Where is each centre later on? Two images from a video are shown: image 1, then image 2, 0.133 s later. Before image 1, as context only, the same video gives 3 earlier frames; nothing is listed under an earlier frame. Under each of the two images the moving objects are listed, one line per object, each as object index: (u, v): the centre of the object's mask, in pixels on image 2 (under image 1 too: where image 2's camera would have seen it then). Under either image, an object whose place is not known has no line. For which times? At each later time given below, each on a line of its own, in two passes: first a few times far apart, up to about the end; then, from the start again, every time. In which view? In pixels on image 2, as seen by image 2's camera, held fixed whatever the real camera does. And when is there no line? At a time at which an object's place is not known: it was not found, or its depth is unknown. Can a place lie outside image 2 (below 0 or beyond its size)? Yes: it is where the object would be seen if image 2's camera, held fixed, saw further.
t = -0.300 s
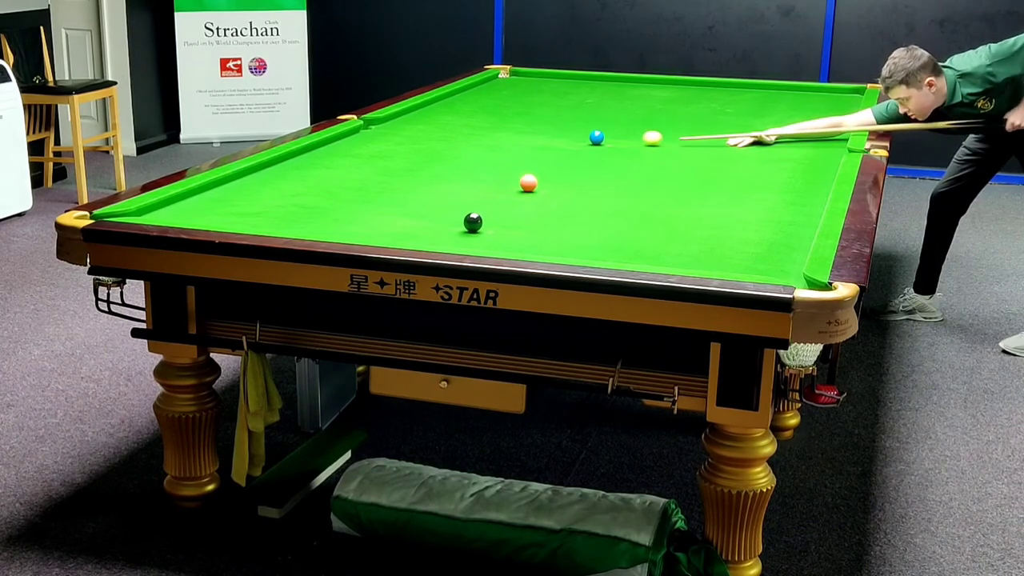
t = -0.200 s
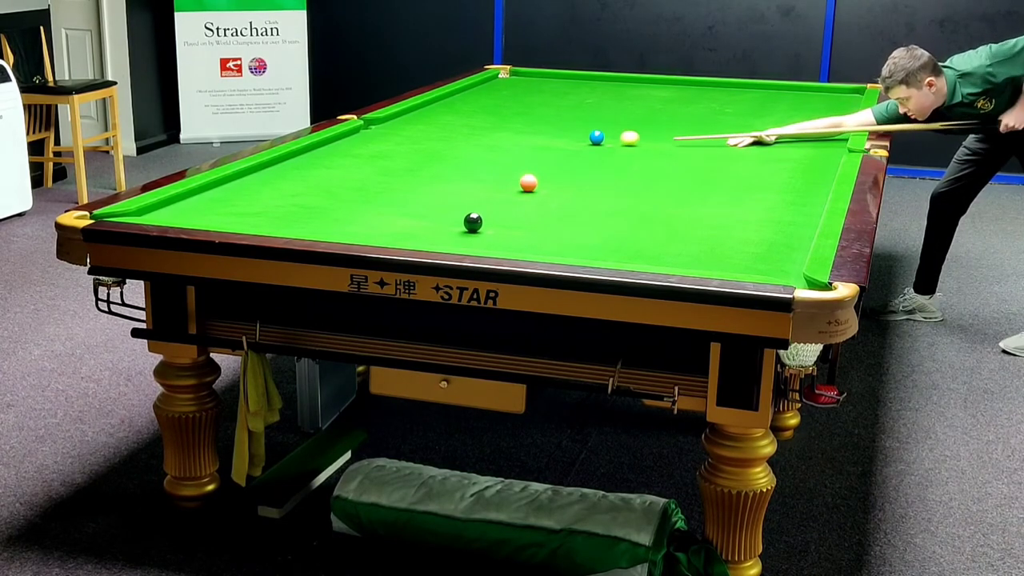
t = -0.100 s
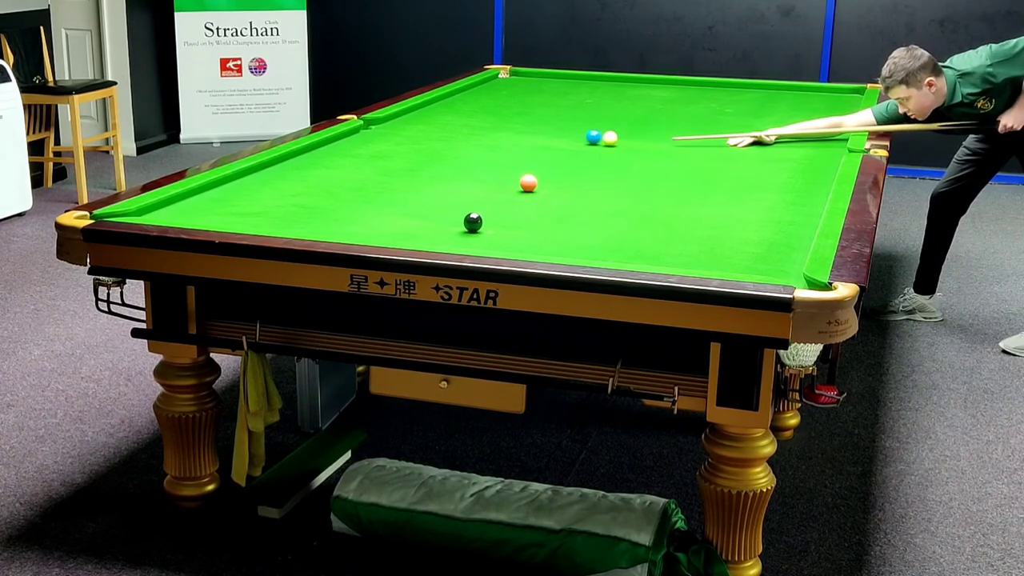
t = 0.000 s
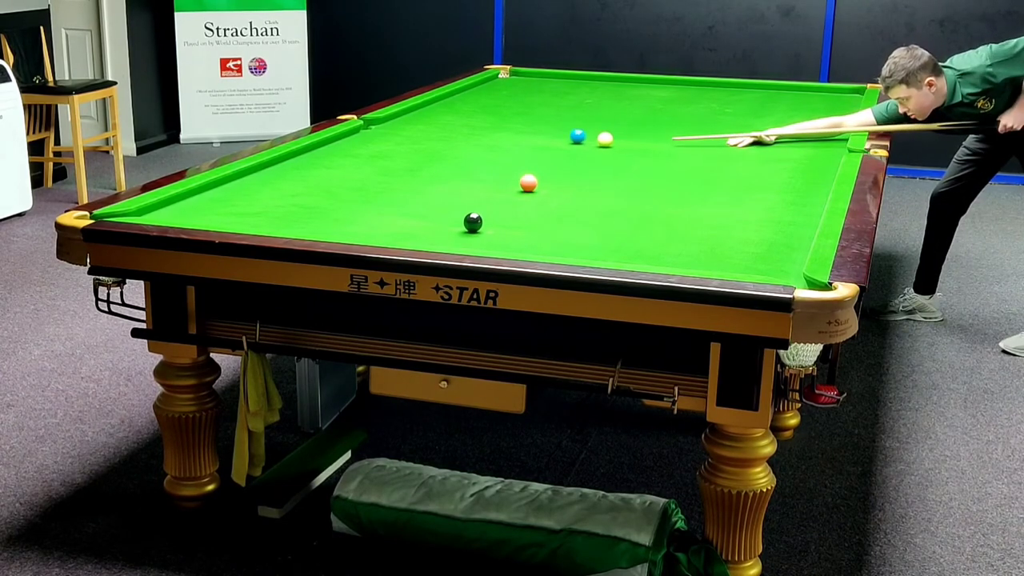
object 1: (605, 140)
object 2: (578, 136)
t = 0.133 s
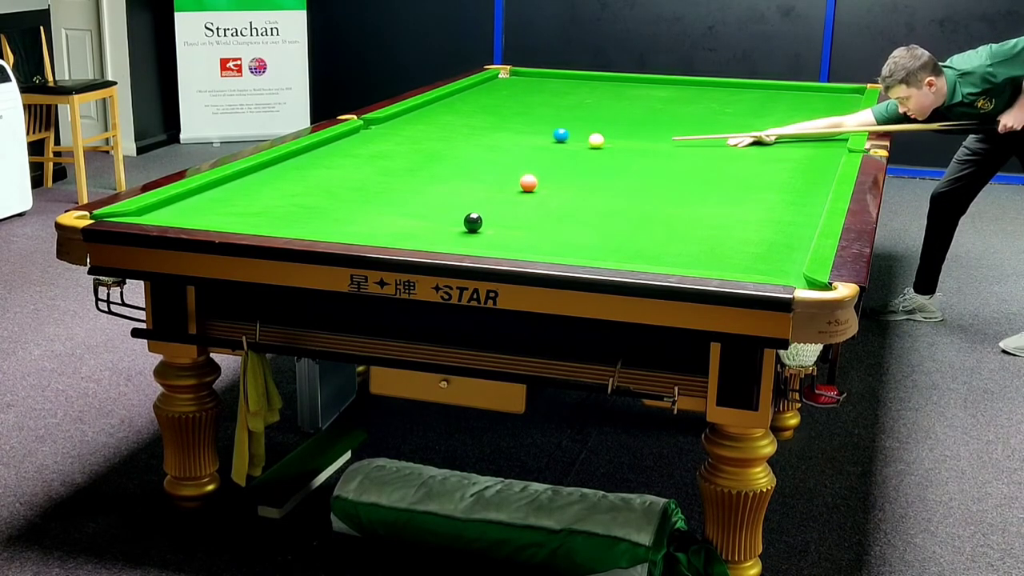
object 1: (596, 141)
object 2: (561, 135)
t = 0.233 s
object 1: (589, 142)
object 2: (549, 134)
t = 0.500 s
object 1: (573, 144)
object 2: (518, 132)
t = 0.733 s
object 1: (559, 146)
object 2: (492, 130)
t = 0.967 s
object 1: (547, 148)
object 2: (469, 129)
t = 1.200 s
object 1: (535, 149)
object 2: (447, 127)
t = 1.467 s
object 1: (522, 151)
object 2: (424, 126)
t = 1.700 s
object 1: (512, 153)
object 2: (405, 125)
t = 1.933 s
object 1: (503, 154)
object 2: (388, 123)
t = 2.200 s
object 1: (494, 156)
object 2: (370, 122)
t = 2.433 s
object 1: (487, 157)
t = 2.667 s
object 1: (481, 157)
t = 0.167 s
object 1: (594, 141)
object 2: (557, 134)
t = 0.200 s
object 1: (591, 142)
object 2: (553, 134)
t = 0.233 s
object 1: (589, 142)
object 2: (549, 134)
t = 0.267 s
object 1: (587, 142)
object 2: (545, 134)
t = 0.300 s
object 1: (585, 142)
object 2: (541, 133)
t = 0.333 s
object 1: (583, 143)
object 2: (537, 133)
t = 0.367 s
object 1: (581, 143)
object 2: (533, 133)
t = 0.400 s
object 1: (579, 143)
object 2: (529, 133)
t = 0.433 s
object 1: (577, 144)
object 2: (525, 132)
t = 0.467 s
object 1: (575, 144)
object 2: (522, 132)
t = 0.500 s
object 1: (573, 144)
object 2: (518, 132)
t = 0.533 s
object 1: (571, 144)
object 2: (514, 132)
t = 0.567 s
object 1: (569, 145)
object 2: (510, 132)
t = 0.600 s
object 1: (567, 145)
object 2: (507, 131)
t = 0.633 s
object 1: (565, 145)
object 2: (503, 131)
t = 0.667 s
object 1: (563, 145)
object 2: (500, 130)
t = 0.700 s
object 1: (561, 146)
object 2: (496, 130)
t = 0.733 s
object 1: (559, 146)
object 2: (492, 130)
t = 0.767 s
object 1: (557, 146)
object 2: (489, 130)
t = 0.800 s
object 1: (556, 147)
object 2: (486, 130)
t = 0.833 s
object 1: (554, 147)
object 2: (483, 129)
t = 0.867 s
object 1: (552, 147)
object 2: (479, 129)
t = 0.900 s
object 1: (550, 147)
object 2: (475, 129)
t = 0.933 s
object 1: (549, 148)
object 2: (472, 129)
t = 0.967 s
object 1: (547, 148)
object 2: (469, 129)
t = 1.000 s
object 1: (545, 148)
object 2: (466, 129)
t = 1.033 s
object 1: (543, 149)
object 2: (462, 128)
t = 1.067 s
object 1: (542, 149)
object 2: (459, 128)
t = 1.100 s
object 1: (540, 149)
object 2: (456, 128)
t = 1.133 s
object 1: (538, 149)
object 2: (453, 128)
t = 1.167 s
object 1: (537, 149)
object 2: (450, 127)
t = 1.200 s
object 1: (535, 149)
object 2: (447, 127)
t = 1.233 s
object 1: (533, 150)
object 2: (444, 127)
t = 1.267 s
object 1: (532, 150)
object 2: (441, 127)
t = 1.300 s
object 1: (530, 150)
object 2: (439, 126)
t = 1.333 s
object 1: (528, 150)
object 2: (435, 127)
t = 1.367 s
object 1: (527, 151)
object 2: (432, 126)
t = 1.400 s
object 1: (525, 151)
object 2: (429, 126)
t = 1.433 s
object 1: (524, 151)
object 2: (427, 126)
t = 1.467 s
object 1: (522, 151)
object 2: (424, 126)
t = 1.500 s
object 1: (521, 152)
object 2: (421, 126)
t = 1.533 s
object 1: (519, 152)
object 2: (418, 125)
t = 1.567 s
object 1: (518, 152)
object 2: (416, 125)
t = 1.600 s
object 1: (517, 152)
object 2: (413, 125)
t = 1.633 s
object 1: (515, 153)
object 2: (410, 125)
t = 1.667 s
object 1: (514, 153)
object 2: (408, 125)
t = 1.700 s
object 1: (512, 153)
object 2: (405, 125)
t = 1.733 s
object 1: (511, 153)
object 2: (403, 124)
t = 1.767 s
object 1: (510, 153)
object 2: (400, 124)
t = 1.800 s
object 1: (508, 153)
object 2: (397, 124)
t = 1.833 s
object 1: (507, 154)
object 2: (395, 124)
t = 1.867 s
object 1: (506, 154)
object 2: (393, 124)
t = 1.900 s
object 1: (504, 154)
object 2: (390, 123)
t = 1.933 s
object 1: (503, 154)
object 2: (388, 123)
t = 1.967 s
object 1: (502, 154)
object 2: (386, 123)
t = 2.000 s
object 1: (501, 154)
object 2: (383, 123)
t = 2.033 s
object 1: (500, 155)
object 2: (381, 123)
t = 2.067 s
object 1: (498, 155)
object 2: (379, 123)
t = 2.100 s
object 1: (497, 155)
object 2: (377, 122)
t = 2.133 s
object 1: (496, 155)
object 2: (374, 122)
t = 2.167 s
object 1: (495, 155)
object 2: (373, 122)
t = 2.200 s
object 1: (494, 156)
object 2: (370, 122)
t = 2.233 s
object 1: (493, 156)
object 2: (369, 122)
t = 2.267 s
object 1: (492, 156)
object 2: (367, 125)
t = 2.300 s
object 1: (491, 156)
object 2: (365, 128)
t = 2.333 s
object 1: (490, 156)
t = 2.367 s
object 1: (489, 156)
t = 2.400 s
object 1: (488, 156)
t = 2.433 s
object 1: (487, 157)
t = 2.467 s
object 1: (487, 157)
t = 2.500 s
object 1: (486, 157)
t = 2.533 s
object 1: (485, 157)
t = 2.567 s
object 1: (484, 157)
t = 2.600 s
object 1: (483, 157)
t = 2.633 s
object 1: (482, 157)
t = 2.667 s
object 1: (481, 157)
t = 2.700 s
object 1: (481, 158)
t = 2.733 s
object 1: (480, 158)
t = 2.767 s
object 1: (479, 158)
